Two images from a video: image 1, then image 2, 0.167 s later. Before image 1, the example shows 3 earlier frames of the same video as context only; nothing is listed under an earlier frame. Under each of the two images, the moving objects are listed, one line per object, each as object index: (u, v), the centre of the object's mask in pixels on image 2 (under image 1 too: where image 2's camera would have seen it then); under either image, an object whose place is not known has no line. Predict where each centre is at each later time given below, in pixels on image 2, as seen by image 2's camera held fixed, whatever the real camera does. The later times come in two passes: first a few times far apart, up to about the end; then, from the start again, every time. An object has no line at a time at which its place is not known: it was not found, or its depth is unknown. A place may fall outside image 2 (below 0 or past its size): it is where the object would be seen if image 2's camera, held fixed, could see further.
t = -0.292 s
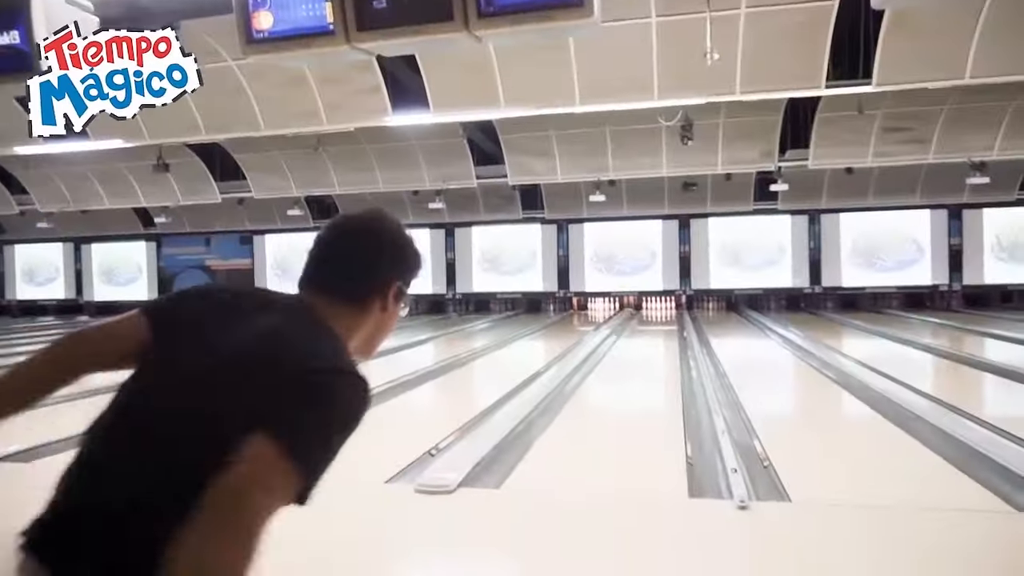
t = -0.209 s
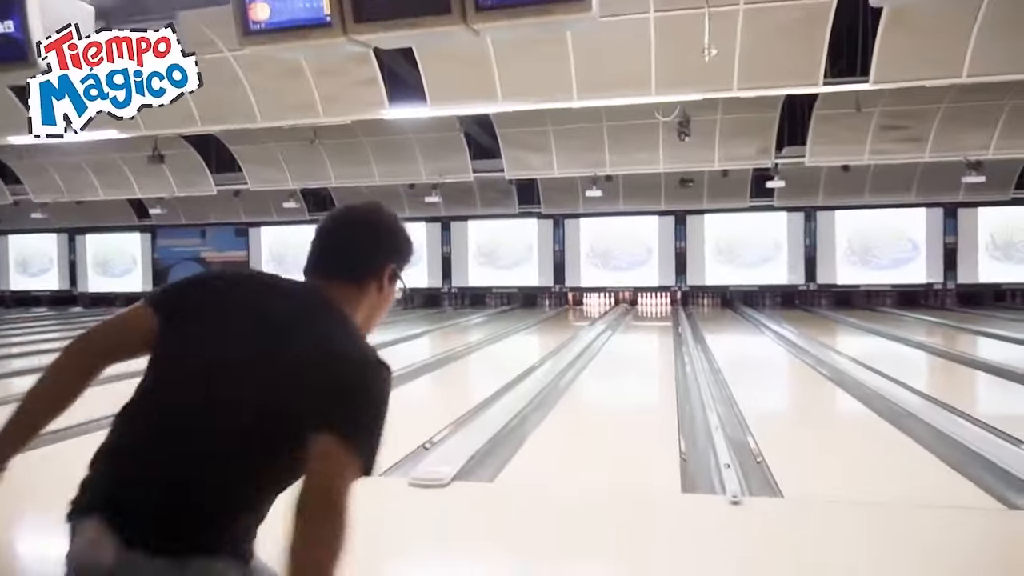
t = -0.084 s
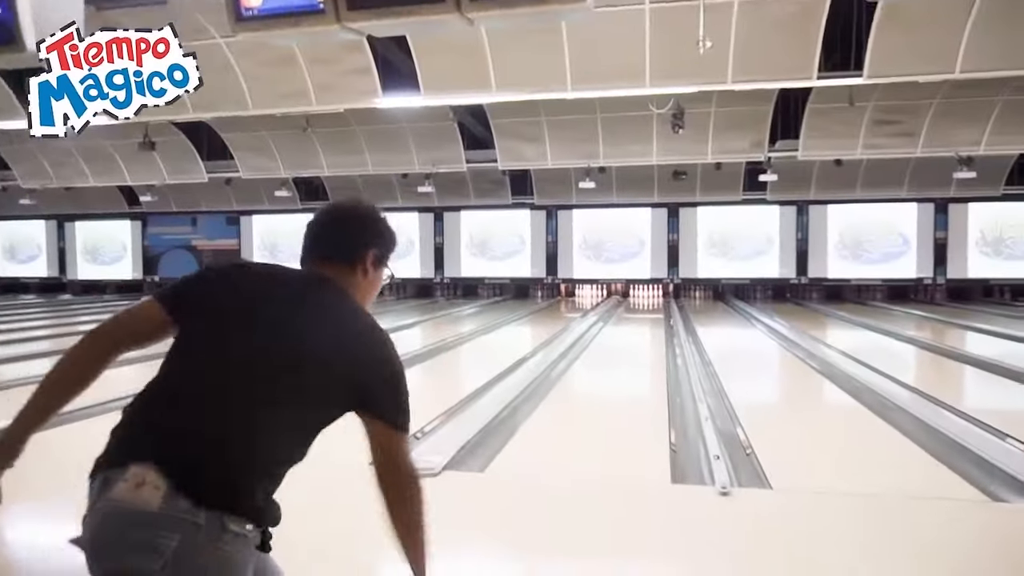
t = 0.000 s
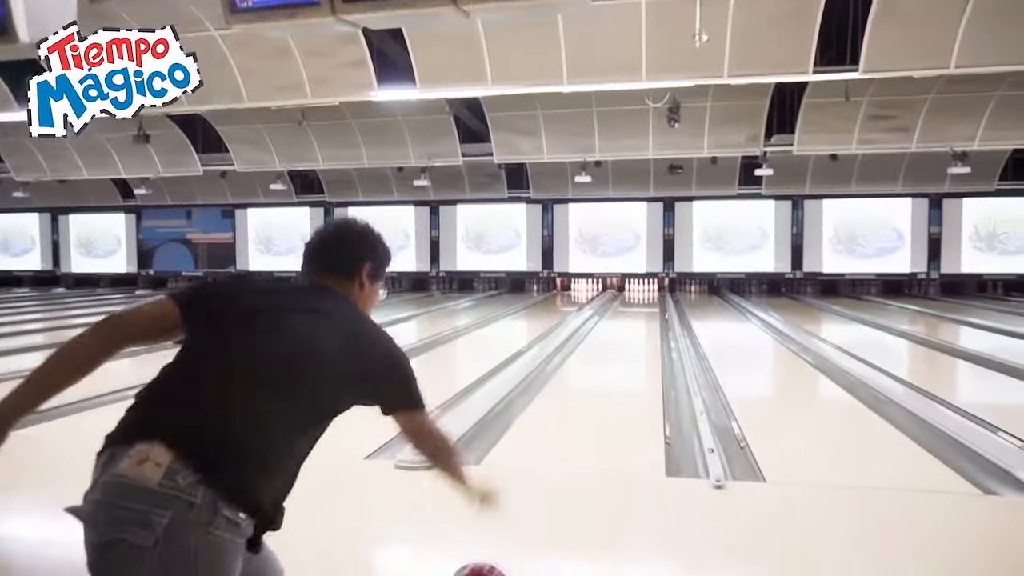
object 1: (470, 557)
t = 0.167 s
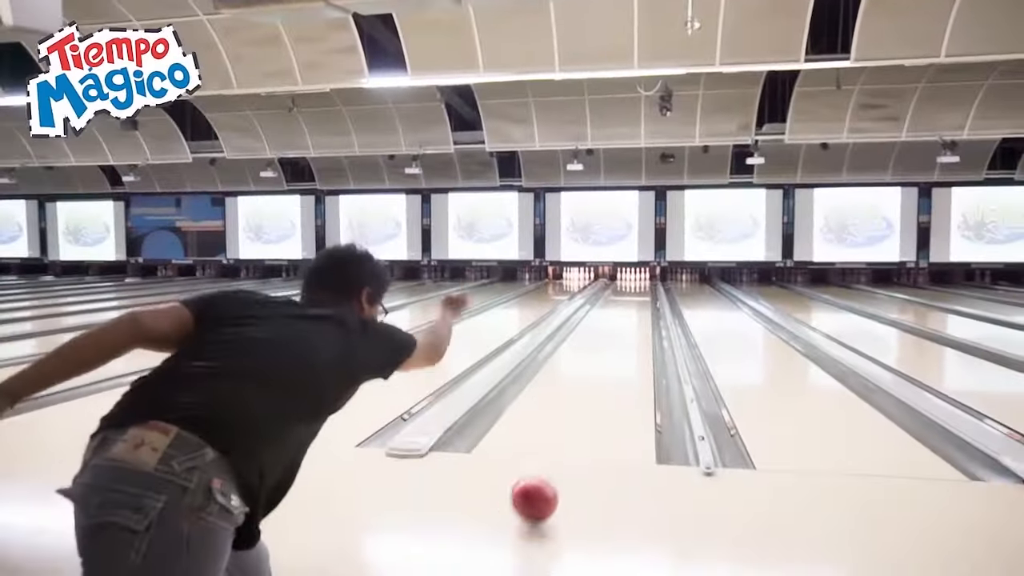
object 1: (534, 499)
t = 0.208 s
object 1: (543, 484)
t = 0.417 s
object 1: (574, 418)
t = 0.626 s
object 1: (592, 381)
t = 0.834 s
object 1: (603, 356)
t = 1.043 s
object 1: (611, 340)
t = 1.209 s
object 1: (616, 330)
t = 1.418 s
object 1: (620, 320)
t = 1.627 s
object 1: (624, 312)
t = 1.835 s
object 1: (626, 305)
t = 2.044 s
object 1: (628, 300)
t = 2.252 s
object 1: (630, 296)
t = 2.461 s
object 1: (632, 291)
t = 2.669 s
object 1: (633, 288)
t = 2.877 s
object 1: (634, 286)
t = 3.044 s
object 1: (635, 284)
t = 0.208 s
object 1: (543, 484)
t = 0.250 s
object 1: (551, 467)
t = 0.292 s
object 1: (558, 453)
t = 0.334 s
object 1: (565, 440)
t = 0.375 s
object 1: (570, 428)
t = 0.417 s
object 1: (574, 418)
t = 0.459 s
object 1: (579, 409)
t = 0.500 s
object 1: (583, 401)
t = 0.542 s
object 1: (586, 394)
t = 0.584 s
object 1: (589, 387)
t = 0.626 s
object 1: (592, 381)
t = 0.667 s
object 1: (594, 375)
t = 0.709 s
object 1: (597, 370)
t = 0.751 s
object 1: (599, 365)
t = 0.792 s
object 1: (601, 360)
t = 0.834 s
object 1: (603, 356)
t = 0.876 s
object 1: (605, 352)
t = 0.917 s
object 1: (607, 349)
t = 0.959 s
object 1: (608, 346)
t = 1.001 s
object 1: (610, 343)
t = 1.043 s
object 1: (611, 340)
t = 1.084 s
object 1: (612, 337)
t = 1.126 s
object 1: (614, 335)
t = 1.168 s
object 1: (615, 332)
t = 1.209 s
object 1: (616, 330)
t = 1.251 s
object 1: (617, 328)
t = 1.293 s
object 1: (618, 326)
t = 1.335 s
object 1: (619, 323)
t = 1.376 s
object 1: (619, 321)
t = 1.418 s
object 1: (620, 320)
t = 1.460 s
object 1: (621, 318)
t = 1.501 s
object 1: (622, 316)
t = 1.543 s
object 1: (622, 315)
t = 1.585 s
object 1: (623, 313)
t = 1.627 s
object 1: (624, 312)
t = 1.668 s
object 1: (624, 310)
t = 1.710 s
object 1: (625, 309)
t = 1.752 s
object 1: (625, 308)
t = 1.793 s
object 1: (626, 306)
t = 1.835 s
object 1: (626, 305)
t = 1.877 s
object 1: (627, 303)
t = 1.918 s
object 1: (627, 302)
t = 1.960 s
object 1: (627, 301)
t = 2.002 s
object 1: (628, 301)
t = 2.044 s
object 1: (628, 300)
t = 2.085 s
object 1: (629, 299)
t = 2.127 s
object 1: (629, 298)
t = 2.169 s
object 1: (629, 297)
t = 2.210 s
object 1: (629, 297)
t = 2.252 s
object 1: (630, 296)
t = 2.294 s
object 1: (630, 295)
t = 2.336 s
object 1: (631, 294)
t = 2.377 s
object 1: (631, 293)
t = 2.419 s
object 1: (631, 293)
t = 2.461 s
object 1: (632, 291)
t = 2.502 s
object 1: (632, 290)
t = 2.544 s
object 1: (632, 290)
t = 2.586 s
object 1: (632, 289)
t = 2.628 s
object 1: (633, 288)
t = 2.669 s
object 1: (633, 288)
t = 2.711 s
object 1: (633, 287)
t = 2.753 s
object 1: (633, 287)
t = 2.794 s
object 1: (634, 286)
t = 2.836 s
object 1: (634, 286)
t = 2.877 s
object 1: (634, 286)
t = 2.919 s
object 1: (634, 286)
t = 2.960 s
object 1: (635, 286)
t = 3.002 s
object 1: (635, 285)
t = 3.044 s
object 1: (635, 284)
